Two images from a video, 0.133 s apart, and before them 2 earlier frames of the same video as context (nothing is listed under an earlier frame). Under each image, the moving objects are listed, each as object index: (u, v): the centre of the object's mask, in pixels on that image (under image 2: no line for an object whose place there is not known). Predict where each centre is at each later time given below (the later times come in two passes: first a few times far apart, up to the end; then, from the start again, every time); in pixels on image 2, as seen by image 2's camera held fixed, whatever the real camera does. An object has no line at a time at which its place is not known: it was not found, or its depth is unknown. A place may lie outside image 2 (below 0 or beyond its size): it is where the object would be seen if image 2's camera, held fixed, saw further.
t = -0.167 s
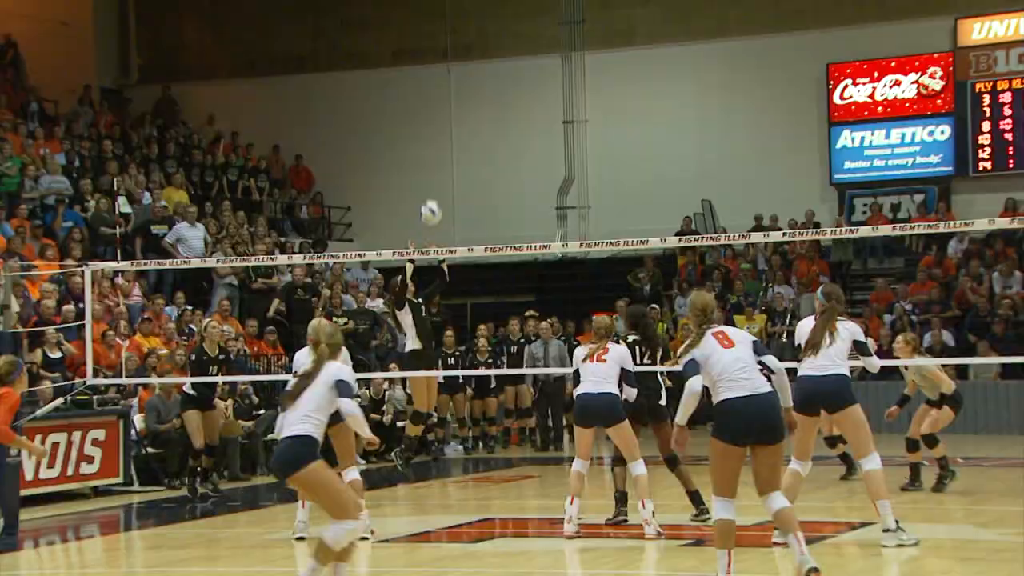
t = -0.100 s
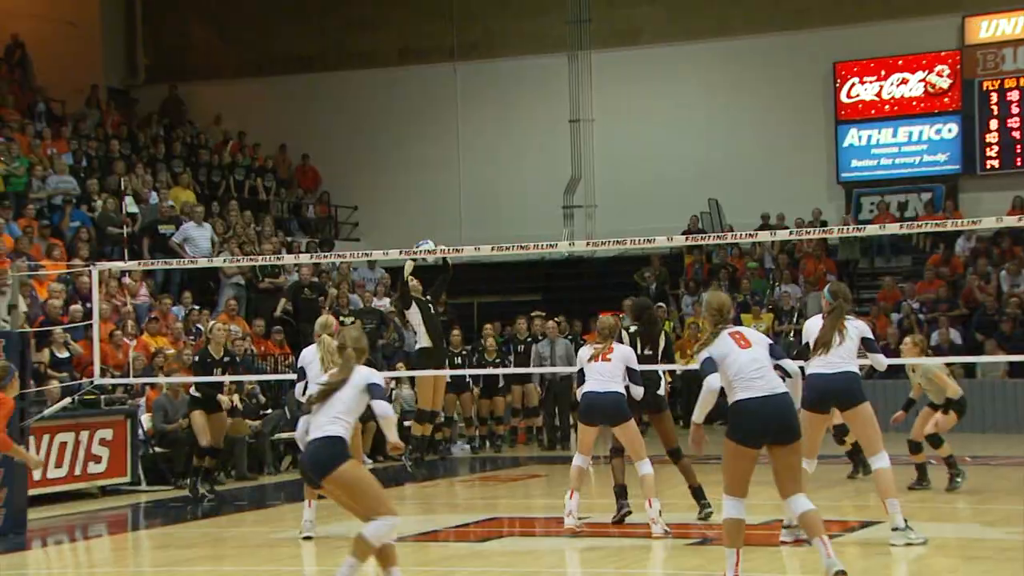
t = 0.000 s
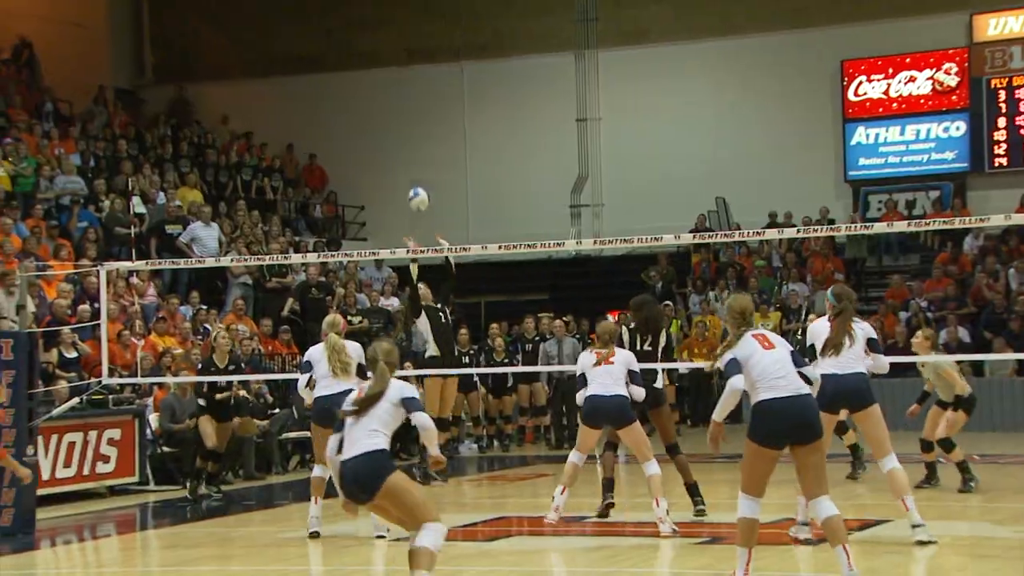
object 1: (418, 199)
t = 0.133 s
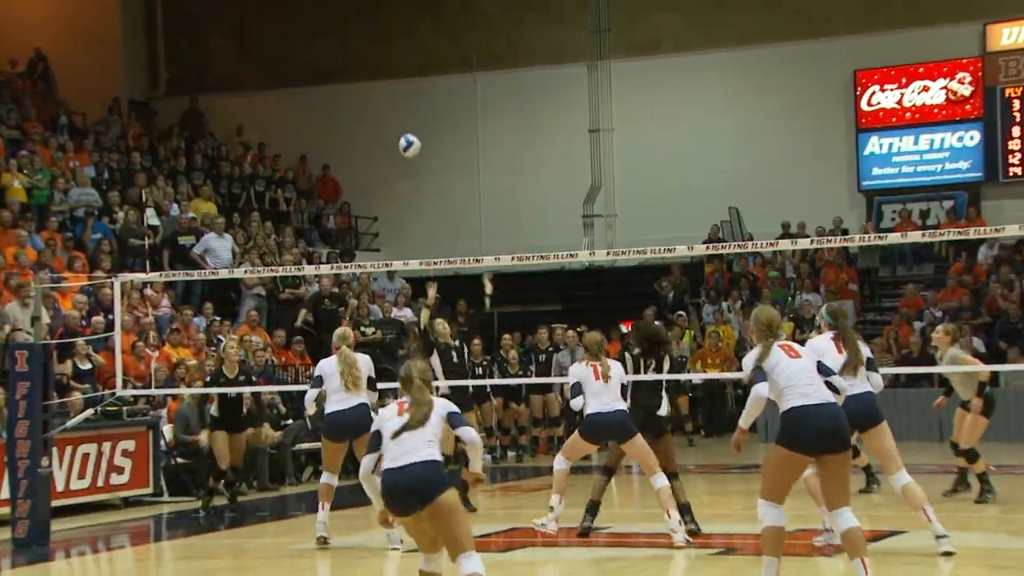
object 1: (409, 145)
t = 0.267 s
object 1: (388, 99)
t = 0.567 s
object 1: (343, 64)
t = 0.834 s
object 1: (306, 111)
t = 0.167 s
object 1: (404, 132)
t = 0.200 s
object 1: (399, 120)
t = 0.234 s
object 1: (393, 109)
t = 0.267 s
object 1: (388, 99)
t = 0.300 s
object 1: (383, 91)
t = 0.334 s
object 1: (378, 83)
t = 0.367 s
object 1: (373, 77)
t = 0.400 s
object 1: (368, 72)
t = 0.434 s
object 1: (363, 68)
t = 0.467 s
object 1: (358, 65)
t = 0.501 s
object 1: (353, 64)
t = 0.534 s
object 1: (348, 64)
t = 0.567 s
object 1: (343, 64)
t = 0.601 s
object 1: (338, 66)
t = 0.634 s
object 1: (334, 69)
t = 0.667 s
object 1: (329, 73)
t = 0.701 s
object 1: (324, 78)
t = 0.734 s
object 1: (319, 85)
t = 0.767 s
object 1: (315, 93)
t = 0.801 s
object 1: (310, 101)
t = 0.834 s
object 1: (306, 111)
